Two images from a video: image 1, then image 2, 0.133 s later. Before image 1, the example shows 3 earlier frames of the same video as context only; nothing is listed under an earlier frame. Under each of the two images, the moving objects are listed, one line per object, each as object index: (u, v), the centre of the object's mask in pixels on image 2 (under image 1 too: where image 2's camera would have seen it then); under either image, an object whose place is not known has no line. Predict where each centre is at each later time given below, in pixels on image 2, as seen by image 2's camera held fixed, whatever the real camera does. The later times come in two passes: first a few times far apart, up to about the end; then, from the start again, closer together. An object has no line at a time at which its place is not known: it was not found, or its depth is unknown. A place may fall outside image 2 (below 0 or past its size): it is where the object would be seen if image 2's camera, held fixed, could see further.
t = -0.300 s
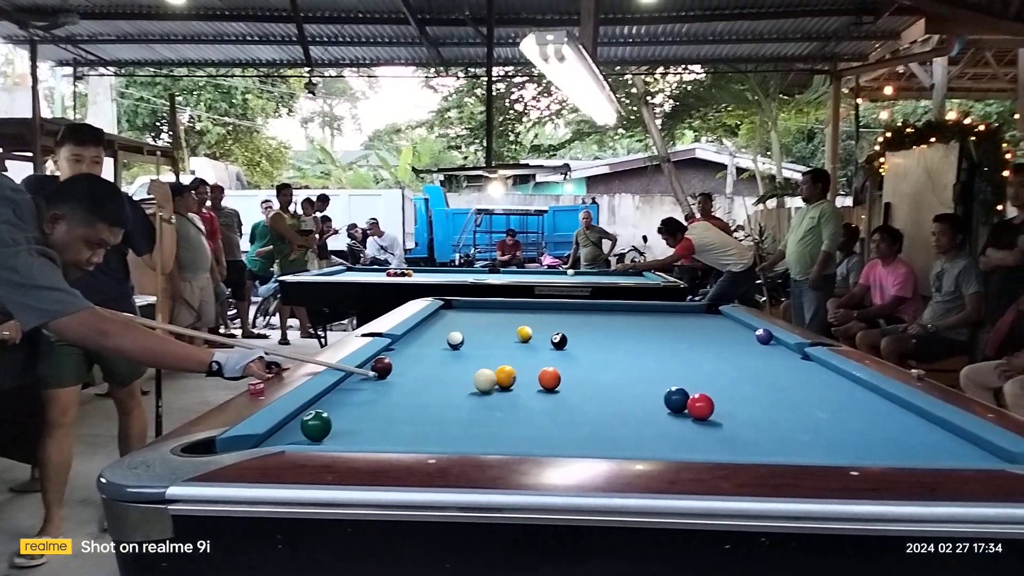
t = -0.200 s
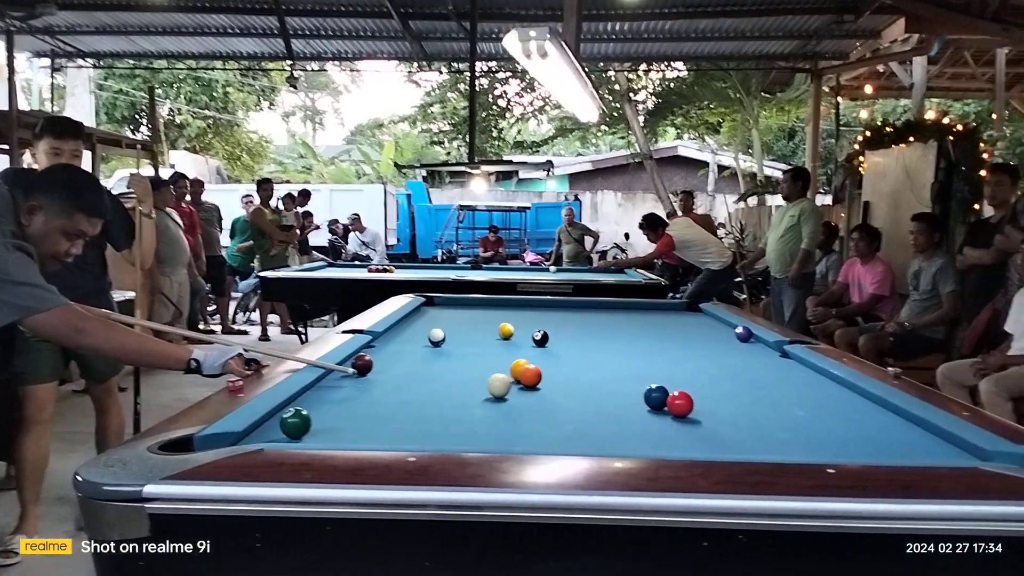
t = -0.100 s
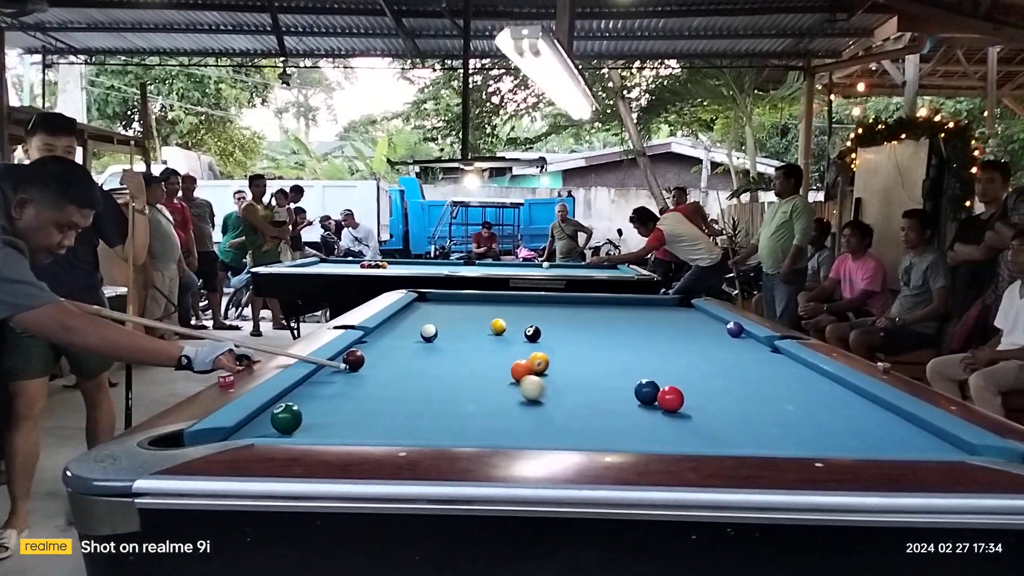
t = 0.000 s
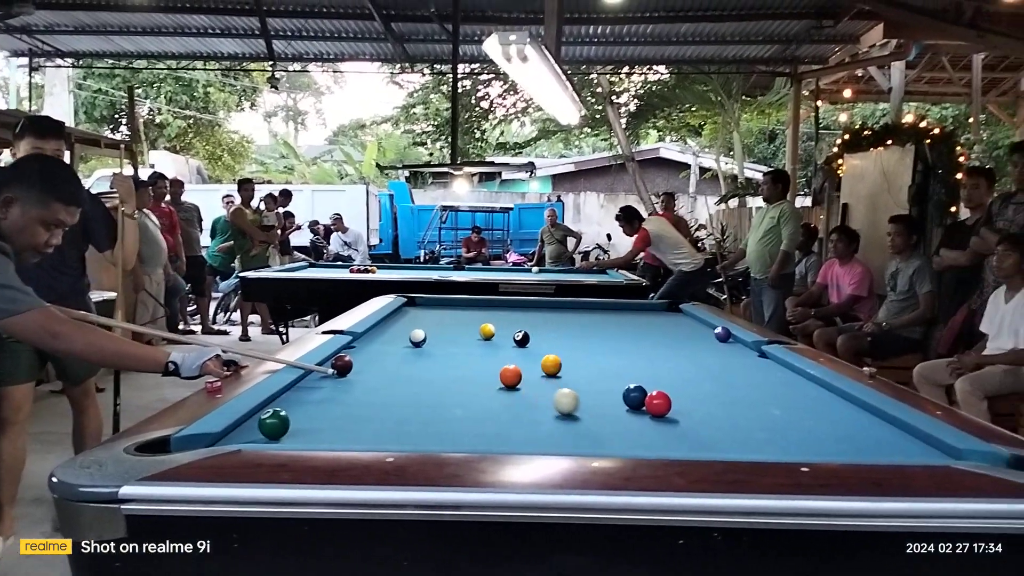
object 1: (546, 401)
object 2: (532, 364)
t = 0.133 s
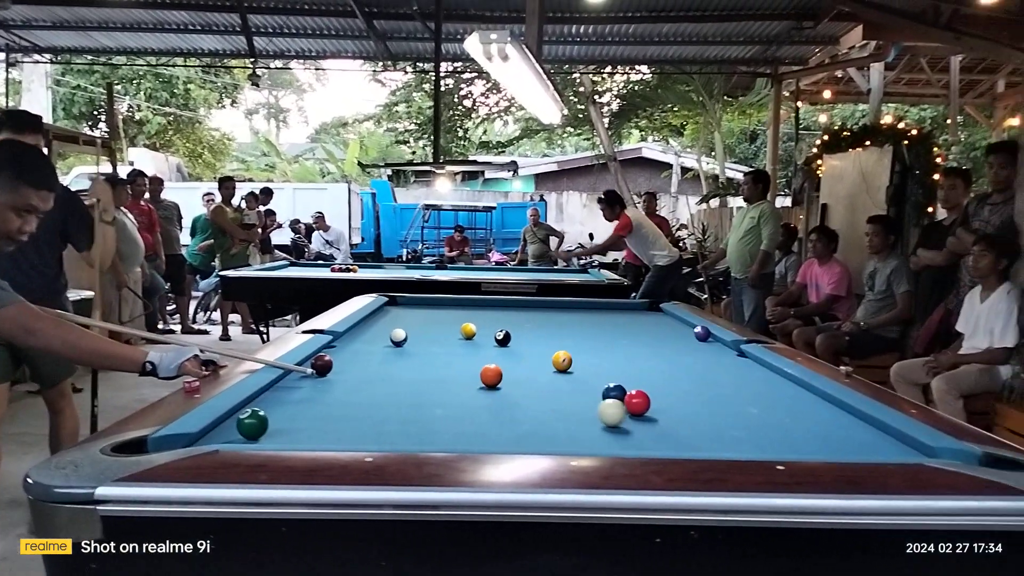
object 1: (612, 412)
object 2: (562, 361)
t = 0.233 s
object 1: (665, 422)
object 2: (583, 359)
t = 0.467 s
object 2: (628, 353)
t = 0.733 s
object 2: (674, 348)
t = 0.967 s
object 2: (710, 345)
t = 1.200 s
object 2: (706, 343)
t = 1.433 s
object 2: (686, 343)
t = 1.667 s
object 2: (667, 342)
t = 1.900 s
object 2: (650, 342)
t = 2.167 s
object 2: (632, 341)
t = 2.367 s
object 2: (619, 341)
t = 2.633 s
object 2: (604, 340)
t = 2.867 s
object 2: (592, 340)
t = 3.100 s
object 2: (581, 339)
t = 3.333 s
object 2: (571, 339)
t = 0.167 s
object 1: (629, 415)
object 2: (569, 360)
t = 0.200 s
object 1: (646, 419)
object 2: (576, 359)
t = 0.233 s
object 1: (665, 422)
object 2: (583, 359)
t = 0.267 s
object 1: (684, 426)
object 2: (590, 358)
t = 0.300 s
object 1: (704, 429)
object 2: (597, 357)
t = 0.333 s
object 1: (725, 433)
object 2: (603, 356)
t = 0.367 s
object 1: (745, 437)
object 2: (610, 356)
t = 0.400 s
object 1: (766, 439)
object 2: (616, 355)
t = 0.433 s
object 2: (622, 354)
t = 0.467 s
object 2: (628, 353)
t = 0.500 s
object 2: (634, 353)
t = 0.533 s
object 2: (640, 352)
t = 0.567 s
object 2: (646, 352)
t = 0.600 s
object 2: (652, 351)
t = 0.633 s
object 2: (658, 350)
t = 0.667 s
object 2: (663, 350)
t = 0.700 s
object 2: (669, 349)
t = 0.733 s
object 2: (674, 348)
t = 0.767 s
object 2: (680, 348)
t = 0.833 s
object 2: (690, 347)
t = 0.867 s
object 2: (695, 346)
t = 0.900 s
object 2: (700, 346)
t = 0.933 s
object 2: (705, 345)
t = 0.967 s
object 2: (710, 345)
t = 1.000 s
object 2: (715, 344)
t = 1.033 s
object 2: (720, 344)
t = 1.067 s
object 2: (717, 344)
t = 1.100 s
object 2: (714, 343)
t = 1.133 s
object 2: (711, 343)
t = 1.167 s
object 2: (708, 343)
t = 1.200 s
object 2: (706, 343)
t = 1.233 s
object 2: (703, 343)
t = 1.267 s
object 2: (700, 343)
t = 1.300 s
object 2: (697, 343)
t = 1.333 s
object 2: (694, 343)
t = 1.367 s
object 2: (691, 342)
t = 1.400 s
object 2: (688, 343)
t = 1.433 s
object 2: (686, 343)
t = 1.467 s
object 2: (683, 342)
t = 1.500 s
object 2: (680, 342)
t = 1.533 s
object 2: (678, 342)
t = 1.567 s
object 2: (675, 342)
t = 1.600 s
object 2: (673, 342)
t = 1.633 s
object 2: (670, 342)
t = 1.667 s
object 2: (667, 342)
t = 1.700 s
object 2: (665, 342)
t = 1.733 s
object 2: (662, 342)
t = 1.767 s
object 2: (660, 342)
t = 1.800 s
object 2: (657, 342)
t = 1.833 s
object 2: (655, 342)
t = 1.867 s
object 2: (653, 342)
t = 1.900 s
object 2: (650, 342)
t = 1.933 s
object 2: (648, 342)
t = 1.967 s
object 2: (646, 342)
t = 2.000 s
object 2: (643, 341)
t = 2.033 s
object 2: (641, 341)
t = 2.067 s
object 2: (639, 341)
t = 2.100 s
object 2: (636, 341)
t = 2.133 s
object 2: (634, 341)
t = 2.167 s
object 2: (632, 341)
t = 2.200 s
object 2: (630, 341)
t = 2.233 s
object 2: (628, 341)
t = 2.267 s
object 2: (626, 341)
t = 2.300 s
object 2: (624, 341)
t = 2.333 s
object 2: (621, 340)
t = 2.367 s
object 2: (619, 341)
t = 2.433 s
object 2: (615, 340)
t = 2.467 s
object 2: (613, 340)
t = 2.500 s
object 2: (611, 340)
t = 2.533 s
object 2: (610, 340)
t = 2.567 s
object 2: (608, 340)
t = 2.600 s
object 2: (606, 340)
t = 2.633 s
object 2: (604, 340)
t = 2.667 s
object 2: (602, 340)
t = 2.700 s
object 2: (600, 340)
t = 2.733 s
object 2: (598, 340)
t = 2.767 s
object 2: (597, 340)
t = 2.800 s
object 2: (595, 340)
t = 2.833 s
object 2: (594, 340)
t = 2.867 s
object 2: (592, 340)
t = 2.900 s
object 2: (590, 340)
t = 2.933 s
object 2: (589, 340)
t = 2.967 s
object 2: (587, 339)
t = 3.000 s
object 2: (585, 340)
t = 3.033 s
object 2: (584, 339)
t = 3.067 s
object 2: (582, 339)
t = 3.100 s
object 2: (581, 339)
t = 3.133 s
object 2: (579, 339)
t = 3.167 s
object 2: (578, 339)
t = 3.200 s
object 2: (576, 339)
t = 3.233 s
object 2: (575, 339)
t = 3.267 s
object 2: (574, 339)
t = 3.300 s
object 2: (572, 339)
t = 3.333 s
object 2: (571, 339)
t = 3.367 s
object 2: (570, 339)
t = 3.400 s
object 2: (568, 338)
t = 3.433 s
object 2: (567, 338)
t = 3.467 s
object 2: (566, 338)
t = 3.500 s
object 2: (564, 338)
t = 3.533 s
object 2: (563, 339)
